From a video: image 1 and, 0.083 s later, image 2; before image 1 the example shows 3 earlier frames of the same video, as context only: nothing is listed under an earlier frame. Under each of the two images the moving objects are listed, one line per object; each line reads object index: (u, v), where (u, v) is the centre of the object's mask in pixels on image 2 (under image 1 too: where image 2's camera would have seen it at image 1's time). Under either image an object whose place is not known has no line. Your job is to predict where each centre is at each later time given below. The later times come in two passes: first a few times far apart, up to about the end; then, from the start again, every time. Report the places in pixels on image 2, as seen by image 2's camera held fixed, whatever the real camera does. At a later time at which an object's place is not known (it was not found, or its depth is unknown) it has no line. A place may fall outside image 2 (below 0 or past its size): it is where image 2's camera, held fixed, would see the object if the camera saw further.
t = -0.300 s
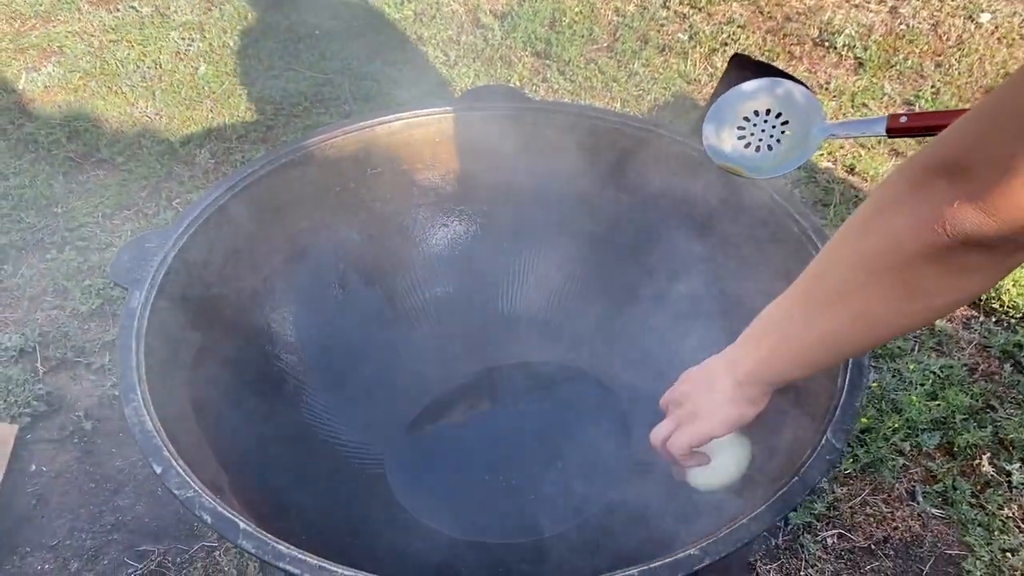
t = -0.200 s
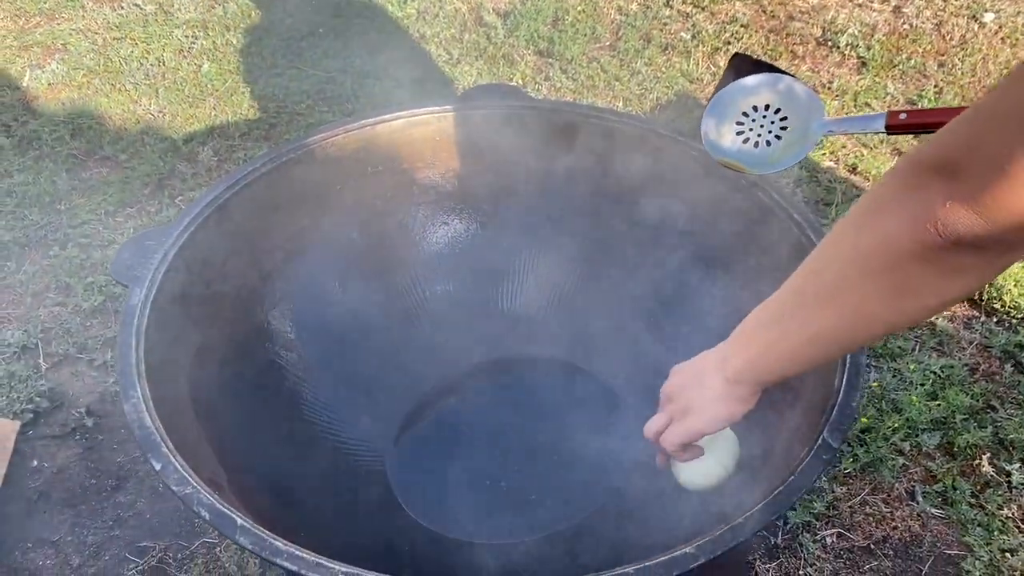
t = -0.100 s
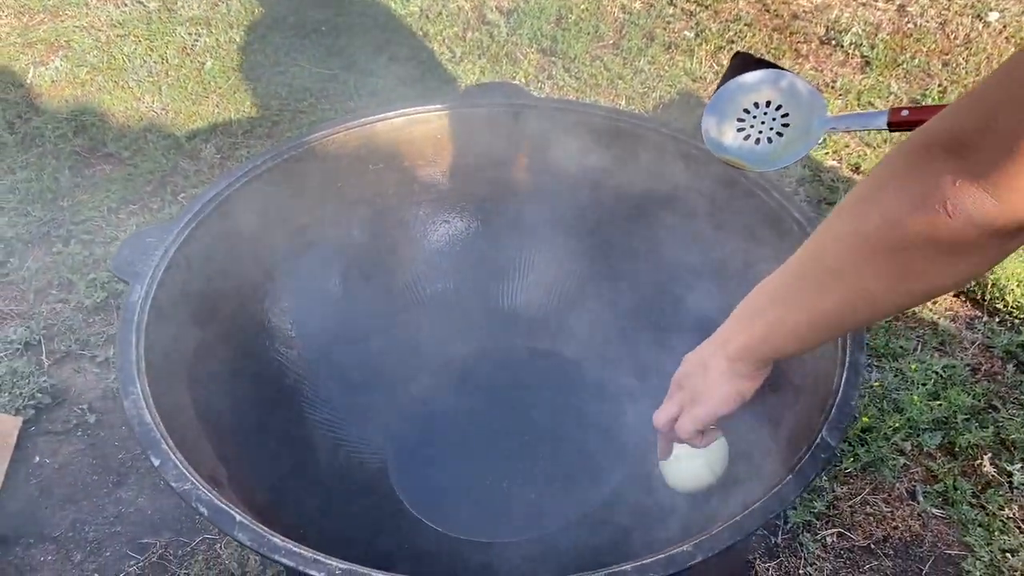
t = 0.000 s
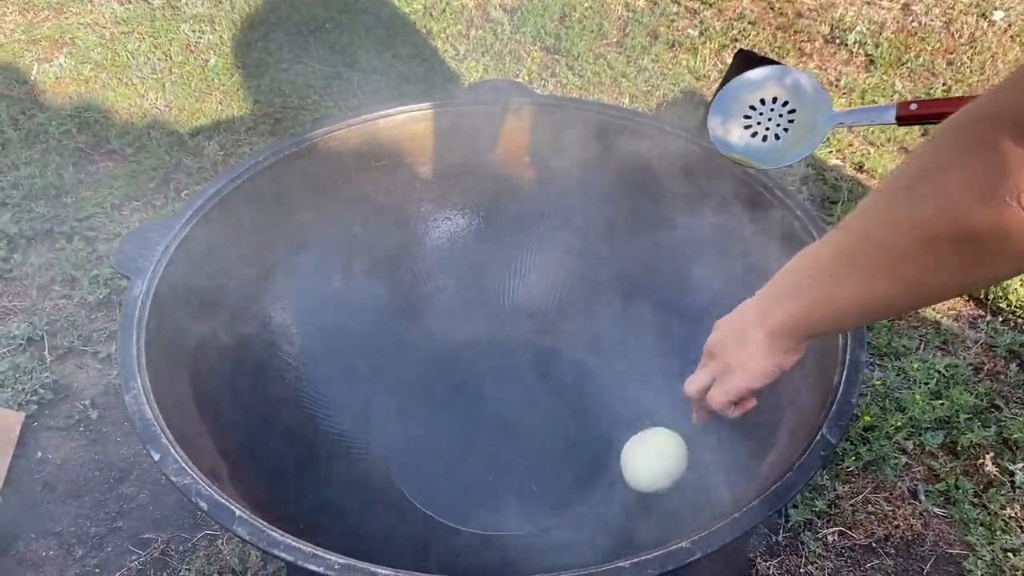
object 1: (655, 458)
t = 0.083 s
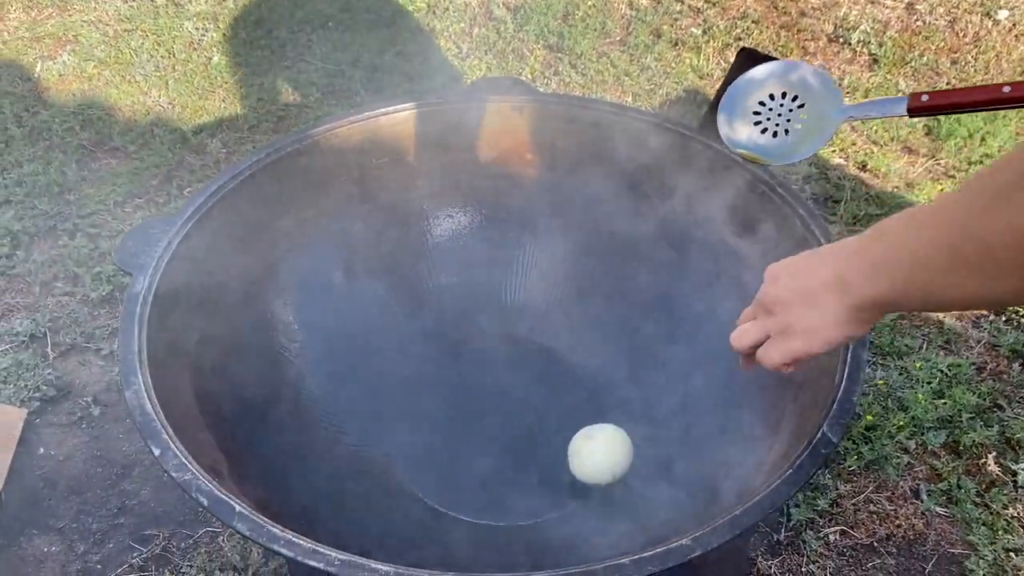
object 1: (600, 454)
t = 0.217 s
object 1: (523, 426)
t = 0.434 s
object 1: (497, 416)
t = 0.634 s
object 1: (497, 416)
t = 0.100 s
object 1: (588, 452)
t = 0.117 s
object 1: (576, 449)
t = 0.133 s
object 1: (565, 445)
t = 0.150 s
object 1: (554, 442)
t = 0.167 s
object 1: (545, 436)
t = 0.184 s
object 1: (538, 433)
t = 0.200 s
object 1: (531, 430)
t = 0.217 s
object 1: (523, 426)
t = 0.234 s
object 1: (517, 423)
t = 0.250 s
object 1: (513, 421)
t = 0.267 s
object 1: (508, 419)
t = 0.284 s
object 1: (504, 419)
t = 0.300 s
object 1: (501, 418)
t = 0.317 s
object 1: (498, 417)
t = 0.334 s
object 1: (496, 416)
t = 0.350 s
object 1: (496, 416)
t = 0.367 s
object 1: (496, 416)
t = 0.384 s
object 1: (496, 416)
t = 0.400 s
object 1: (496, 416)
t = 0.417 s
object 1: (496, 416)
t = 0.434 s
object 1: (497, 416)
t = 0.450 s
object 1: (497, 417)
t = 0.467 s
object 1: (497, 417)
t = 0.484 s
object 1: (497, 416)
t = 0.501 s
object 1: (497, 417)
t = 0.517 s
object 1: (497, 417)
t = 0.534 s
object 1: (497, 417)
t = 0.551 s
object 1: (497, 416)
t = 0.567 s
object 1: (497, 416)
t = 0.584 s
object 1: (497, 417)
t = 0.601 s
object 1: (497, 416)
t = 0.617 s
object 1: (497, 416)
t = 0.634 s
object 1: (497, 416)
